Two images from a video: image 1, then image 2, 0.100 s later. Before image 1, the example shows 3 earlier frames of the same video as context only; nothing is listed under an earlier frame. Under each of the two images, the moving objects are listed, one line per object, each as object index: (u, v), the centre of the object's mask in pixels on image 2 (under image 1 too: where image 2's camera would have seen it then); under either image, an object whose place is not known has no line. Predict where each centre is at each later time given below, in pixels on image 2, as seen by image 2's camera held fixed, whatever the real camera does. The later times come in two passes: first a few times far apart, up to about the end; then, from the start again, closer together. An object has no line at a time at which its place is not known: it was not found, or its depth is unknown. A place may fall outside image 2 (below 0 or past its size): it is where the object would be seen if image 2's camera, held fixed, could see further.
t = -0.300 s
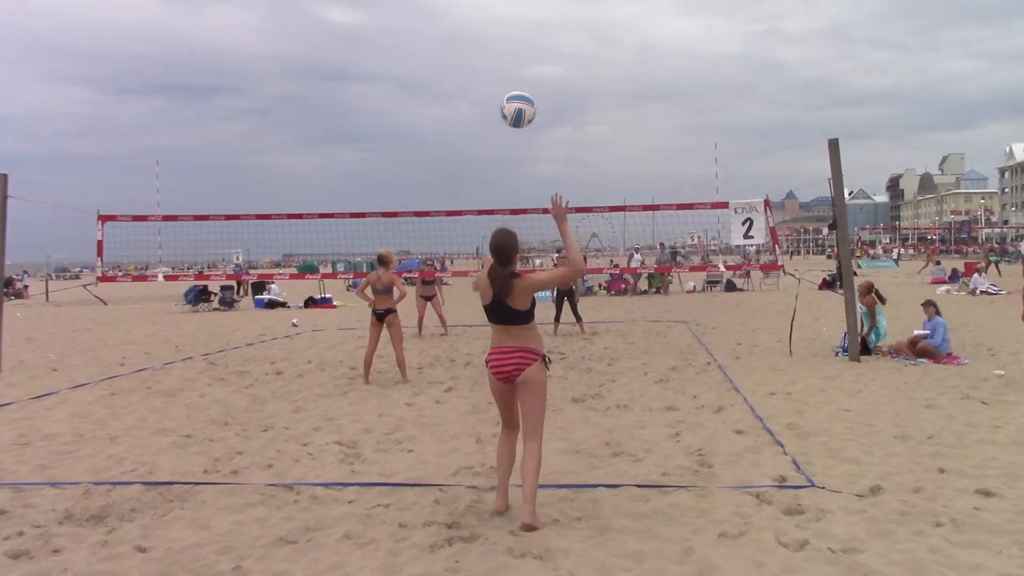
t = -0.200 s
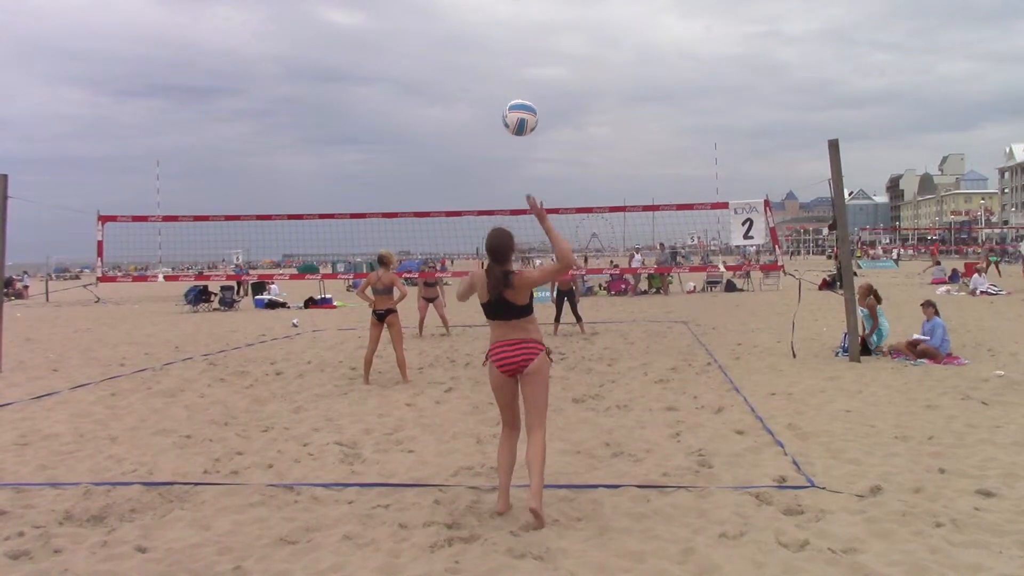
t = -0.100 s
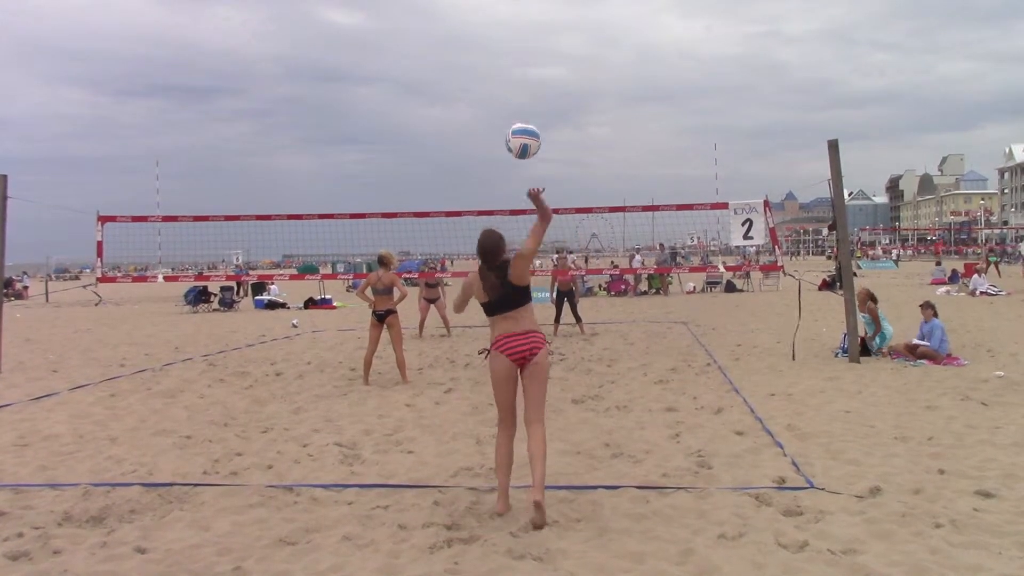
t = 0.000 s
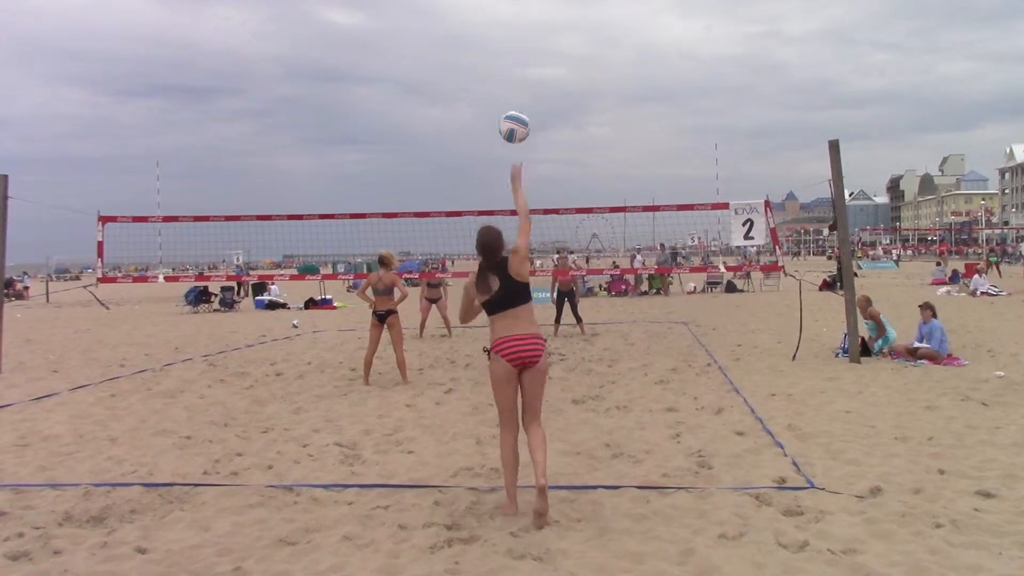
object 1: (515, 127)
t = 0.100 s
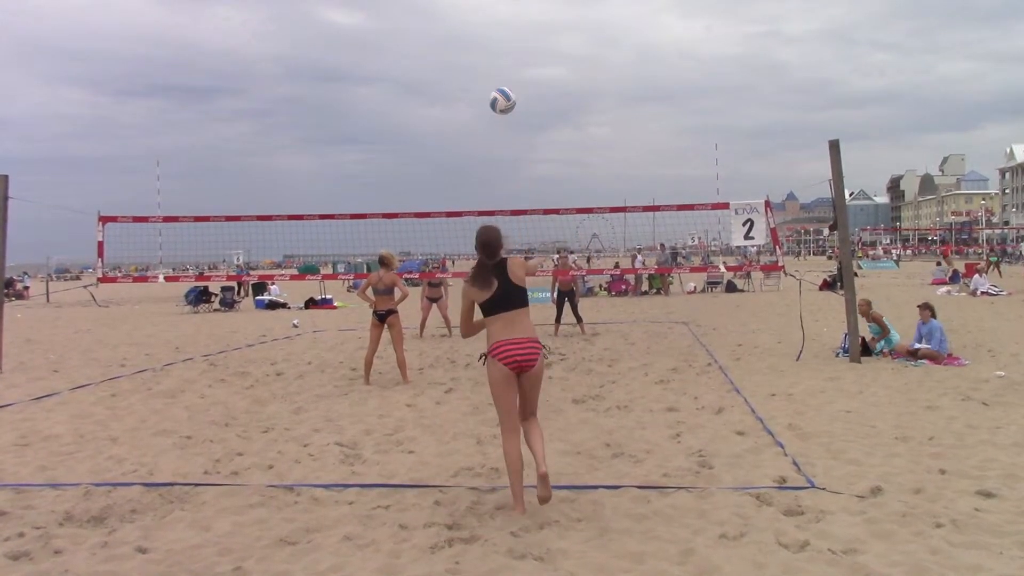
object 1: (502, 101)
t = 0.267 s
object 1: (490, 93)
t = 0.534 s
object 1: (479, 127)
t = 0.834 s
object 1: (477, 197)
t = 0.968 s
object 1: (477, 235)
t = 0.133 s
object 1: (499, 97)
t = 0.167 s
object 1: (496, 94)
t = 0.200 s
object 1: (494, 92)
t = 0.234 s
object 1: (492, 92)
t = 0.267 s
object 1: (490, 93)
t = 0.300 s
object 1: (488, 95)
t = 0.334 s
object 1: (486, 98)
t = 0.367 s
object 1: (484, 101)
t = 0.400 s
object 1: (483, 106)
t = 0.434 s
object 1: (481, 110)
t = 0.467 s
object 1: (481, 115)
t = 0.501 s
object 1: (480, 121)
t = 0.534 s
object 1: (479, 127)
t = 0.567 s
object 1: (480, 134)
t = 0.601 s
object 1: (480, 140)
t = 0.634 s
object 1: (479, 148)
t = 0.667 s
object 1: (478, 155)
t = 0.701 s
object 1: (478, 163)
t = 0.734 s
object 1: (477, 172)
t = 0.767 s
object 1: (477, 180)
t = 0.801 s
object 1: (477, 189)
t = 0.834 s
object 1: (477, 197)
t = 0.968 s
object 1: (477, 235)
